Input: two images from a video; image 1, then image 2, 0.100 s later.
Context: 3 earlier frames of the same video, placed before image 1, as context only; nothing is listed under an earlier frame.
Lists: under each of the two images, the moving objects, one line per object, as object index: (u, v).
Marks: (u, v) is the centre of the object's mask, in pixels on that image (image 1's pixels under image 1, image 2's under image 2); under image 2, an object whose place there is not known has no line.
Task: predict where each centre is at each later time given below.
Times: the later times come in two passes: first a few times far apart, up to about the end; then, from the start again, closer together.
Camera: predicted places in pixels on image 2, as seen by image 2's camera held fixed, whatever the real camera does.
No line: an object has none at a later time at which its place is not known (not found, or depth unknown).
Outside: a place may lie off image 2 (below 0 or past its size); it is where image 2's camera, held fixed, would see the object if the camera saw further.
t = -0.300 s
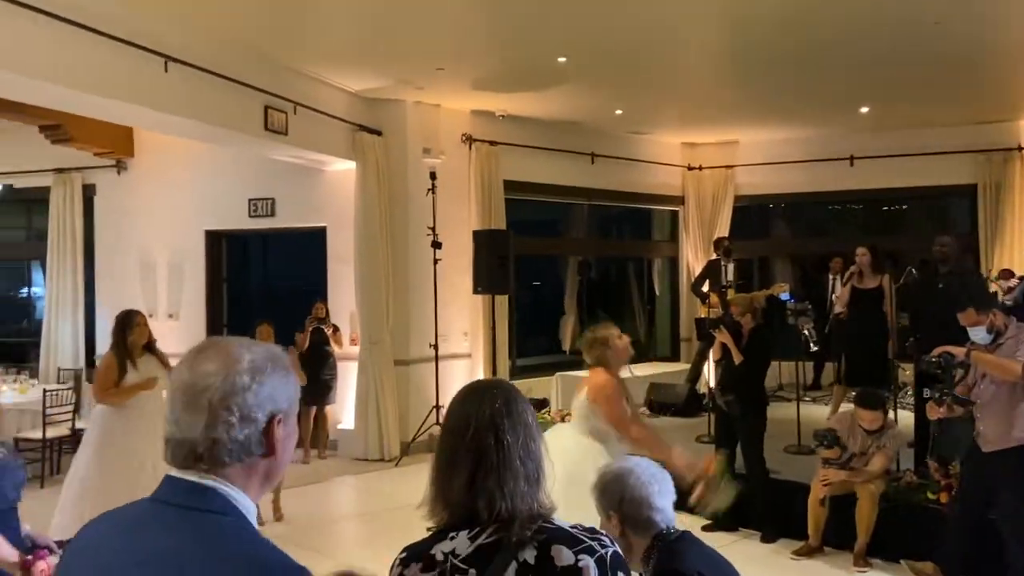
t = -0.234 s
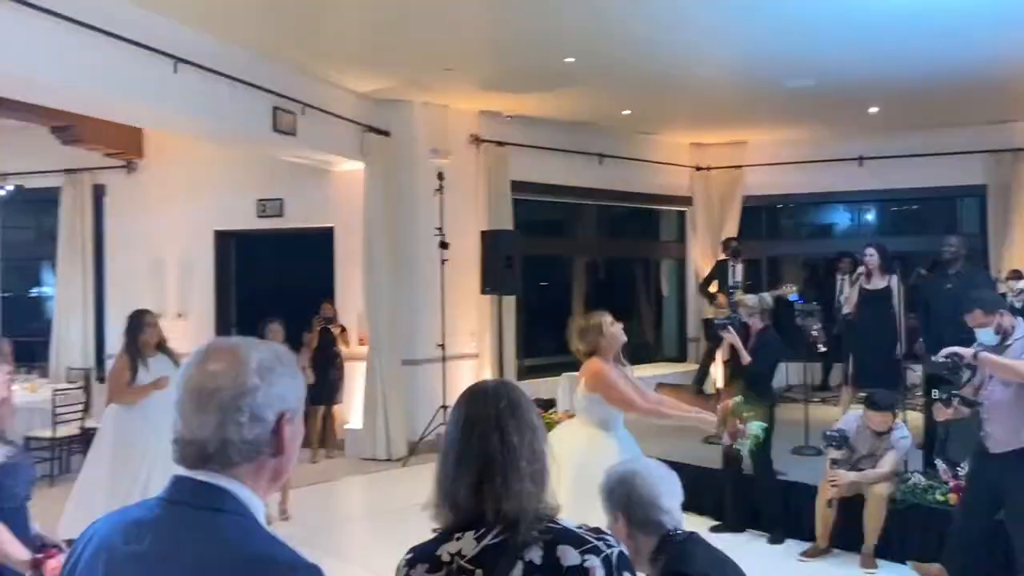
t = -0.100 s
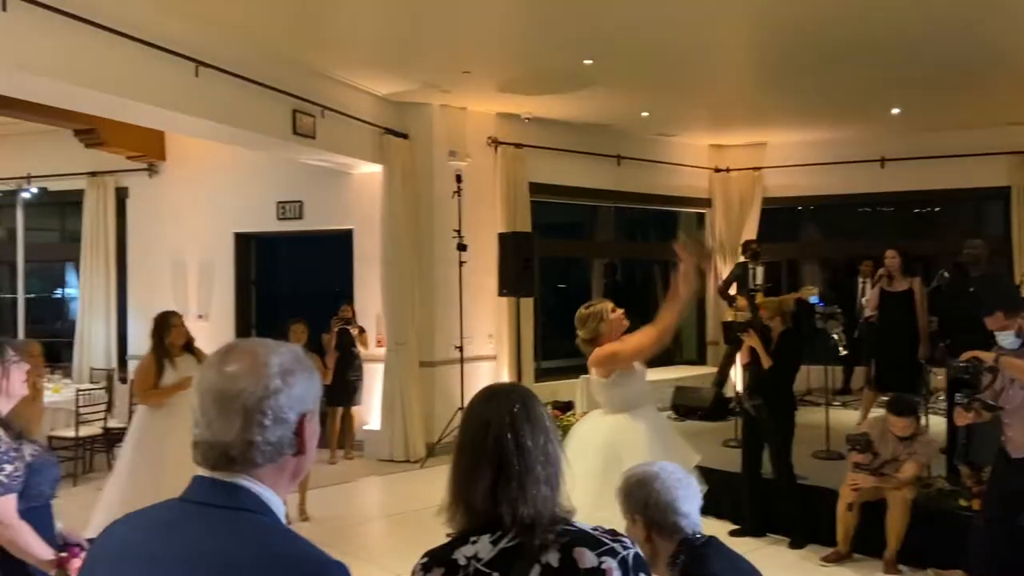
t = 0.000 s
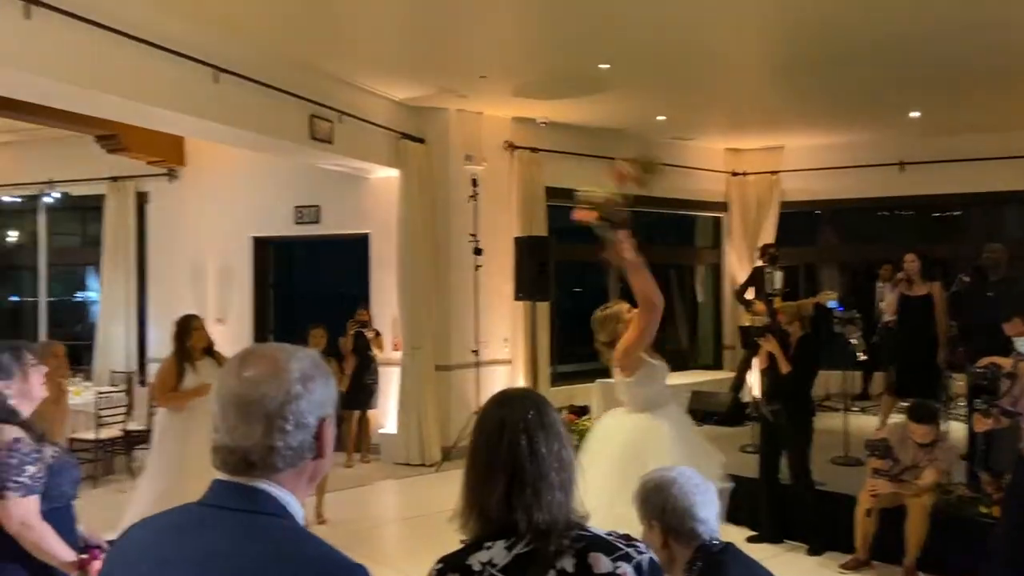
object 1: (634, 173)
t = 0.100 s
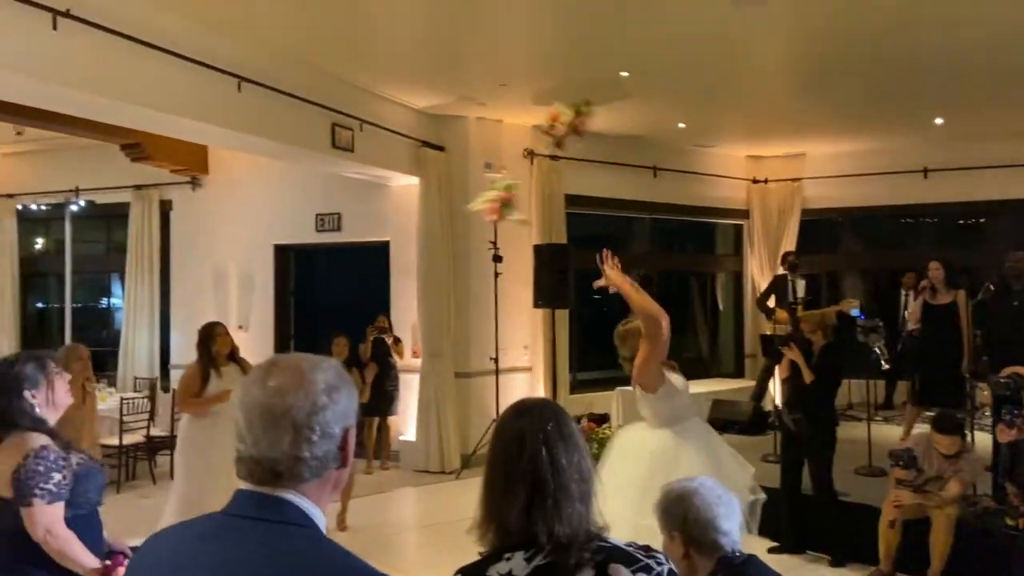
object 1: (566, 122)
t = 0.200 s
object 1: (491, 92)
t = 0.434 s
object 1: (344, 94)
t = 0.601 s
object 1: (253, 147)
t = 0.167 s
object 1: (514, 99)
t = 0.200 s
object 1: (491, 92)
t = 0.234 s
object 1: (469, 88)
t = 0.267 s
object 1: (445, 87)
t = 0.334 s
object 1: (400, 85)
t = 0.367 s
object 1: (381, 86)
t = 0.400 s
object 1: (362, 89)
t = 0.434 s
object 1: (344, 94)
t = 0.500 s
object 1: (309, 113)
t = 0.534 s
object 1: (287, 124)
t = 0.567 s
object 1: (269, 134)
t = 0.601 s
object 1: (253, 147)
